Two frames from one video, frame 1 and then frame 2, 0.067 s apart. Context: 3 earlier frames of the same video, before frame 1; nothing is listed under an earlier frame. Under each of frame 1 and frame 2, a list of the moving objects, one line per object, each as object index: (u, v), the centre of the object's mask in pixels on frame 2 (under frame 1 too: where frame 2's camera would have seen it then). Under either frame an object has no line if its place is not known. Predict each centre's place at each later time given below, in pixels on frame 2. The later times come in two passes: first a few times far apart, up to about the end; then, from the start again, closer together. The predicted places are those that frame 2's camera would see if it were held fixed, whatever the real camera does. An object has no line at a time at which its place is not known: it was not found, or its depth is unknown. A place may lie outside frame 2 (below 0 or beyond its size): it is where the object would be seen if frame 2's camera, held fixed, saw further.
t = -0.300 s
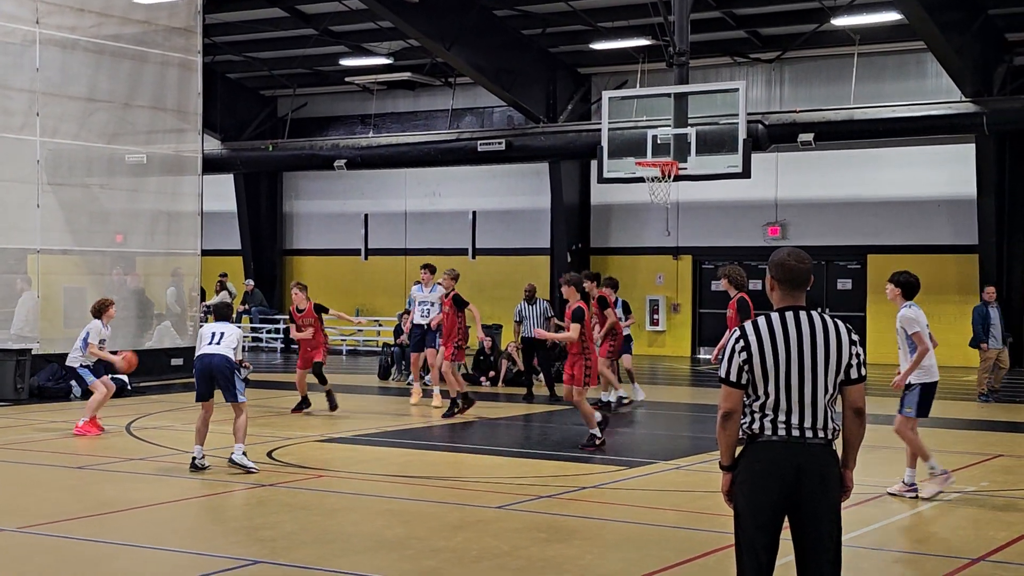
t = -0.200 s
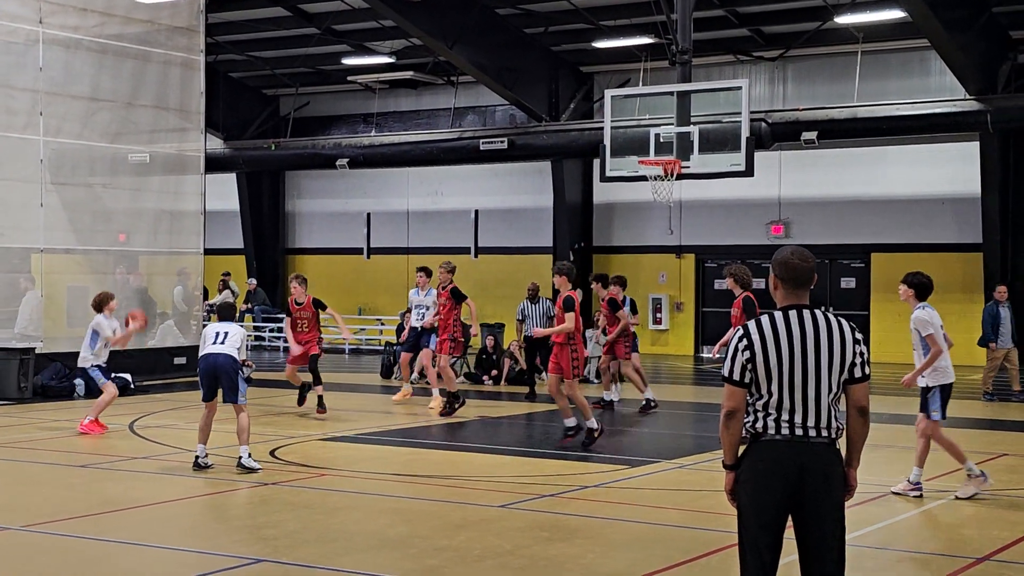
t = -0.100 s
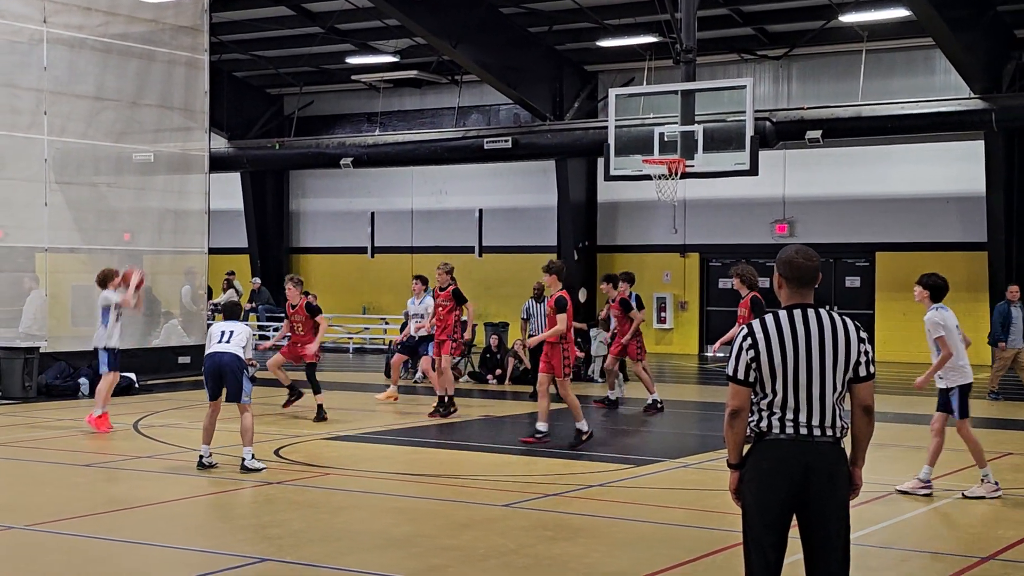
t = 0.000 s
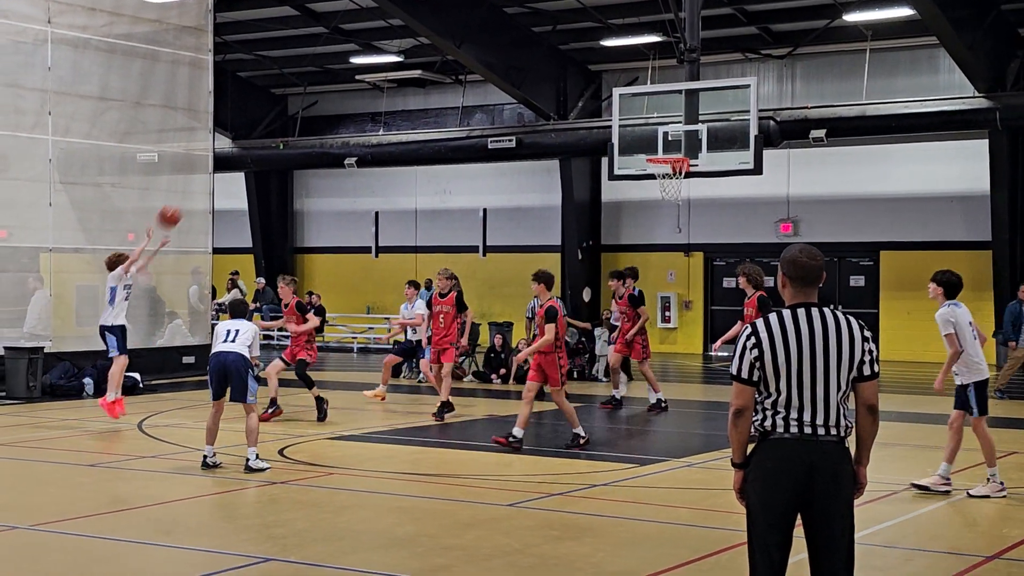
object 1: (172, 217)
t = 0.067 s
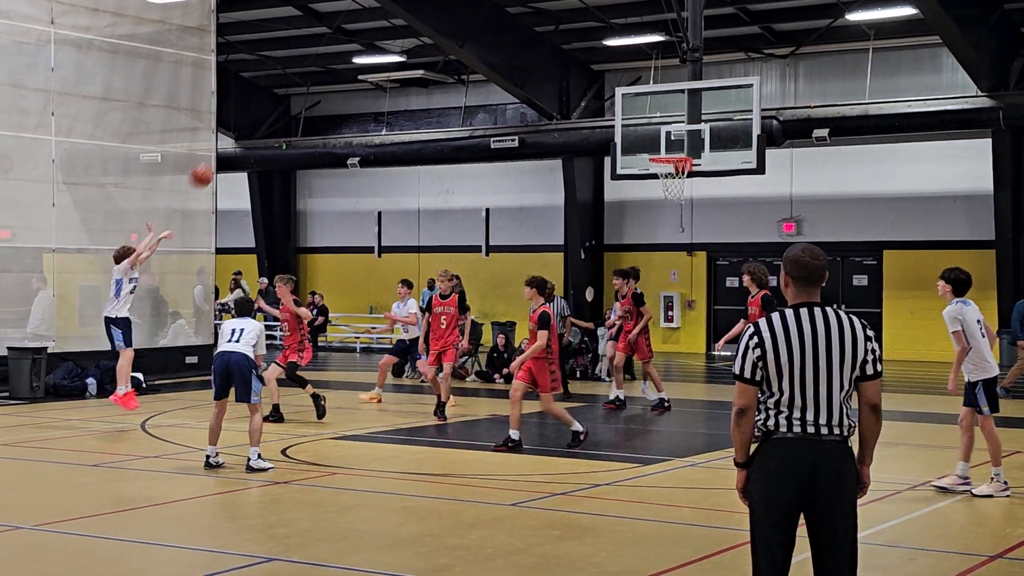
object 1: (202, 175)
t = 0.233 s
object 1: (272, 94)
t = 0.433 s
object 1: (354, 29)
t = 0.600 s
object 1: (419, 6)
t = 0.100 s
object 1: (217, 157)
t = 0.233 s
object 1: (272, 94)
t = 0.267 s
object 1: (286, 81)
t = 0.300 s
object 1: (300, 68)
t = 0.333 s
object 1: (313, 56)
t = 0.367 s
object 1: (327, 46)
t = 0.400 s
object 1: (340, 36)
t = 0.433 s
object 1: (354, 29)
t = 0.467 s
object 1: (367, 21)
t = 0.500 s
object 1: (381, 15)
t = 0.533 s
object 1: (394, 10)
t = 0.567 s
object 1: (406, 8)
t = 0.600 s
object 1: (419, 6)
